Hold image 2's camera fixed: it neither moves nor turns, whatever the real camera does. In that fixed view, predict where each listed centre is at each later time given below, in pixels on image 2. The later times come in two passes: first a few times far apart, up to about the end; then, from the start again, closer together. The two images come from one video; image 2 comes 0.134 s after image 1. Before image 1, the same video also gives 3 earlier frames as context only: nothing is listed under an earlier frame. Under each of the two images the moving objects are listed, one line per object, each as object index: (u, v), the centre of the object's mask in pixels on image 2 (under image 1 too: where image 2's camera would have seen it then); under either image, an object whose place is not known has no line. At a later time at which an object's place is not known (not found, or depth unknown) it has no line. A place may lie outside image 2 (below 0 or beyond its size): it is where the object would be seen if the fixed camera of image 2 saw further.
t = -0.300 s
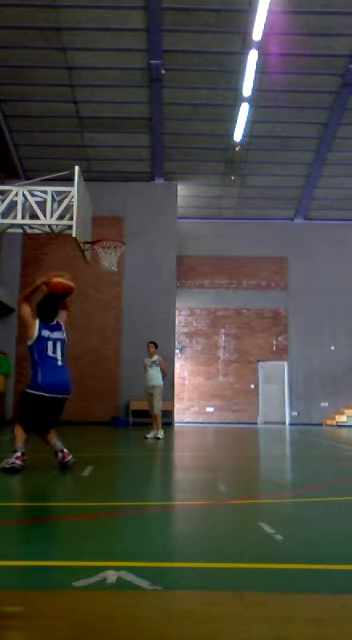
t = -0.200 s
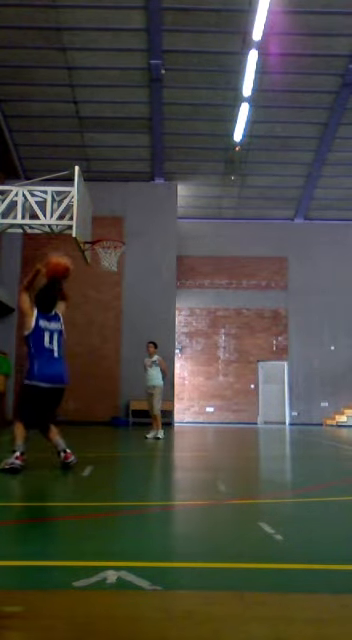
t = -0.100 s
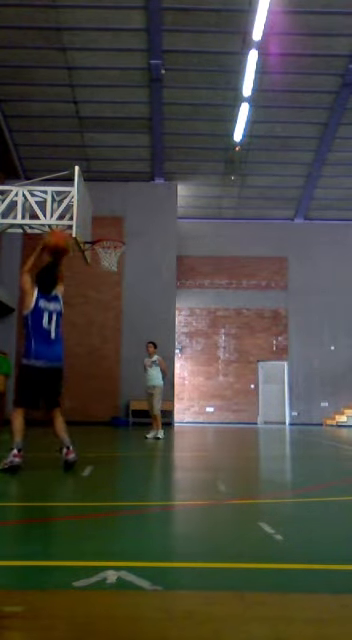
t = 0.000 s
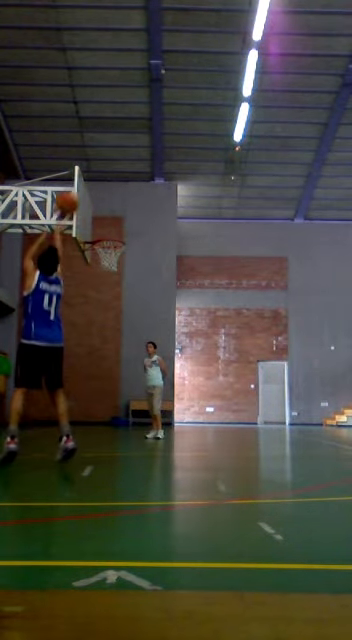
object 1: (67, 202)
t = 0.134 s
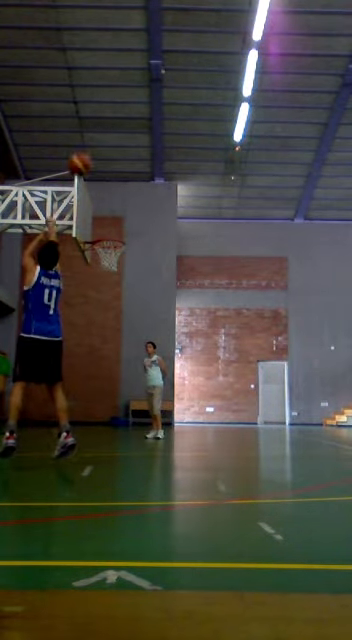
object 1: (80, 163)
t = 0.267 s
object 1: (89, 148)
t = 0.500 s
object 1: (103, 152)
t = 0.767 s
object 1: (113, 198)
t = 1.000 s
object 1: (113, 237)
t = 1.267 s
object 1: (96, 255)
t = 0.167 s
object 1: (83, 157)
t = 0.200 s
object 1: (84, 153)
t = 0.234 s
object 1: (87, 150)
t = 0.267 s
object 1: (89, 148)
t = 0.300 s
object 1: (92, 145)
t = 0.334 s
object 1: (94, 145)
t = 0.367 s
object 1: (96, 145)
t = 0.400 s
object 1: (98, 146)
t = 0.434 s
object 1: (99, 148)
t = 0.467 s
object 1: (102, 149)
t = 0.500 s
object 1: (103, 152)
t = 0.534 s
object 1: (105, 155)
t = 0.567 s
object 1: (106, 160)
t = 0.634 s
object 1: (110, 170)
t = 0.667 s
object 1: (111, 175)
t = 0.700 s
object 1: (112, 182)
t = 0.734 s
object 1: (113, 189)
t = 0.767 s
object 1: (113, 198)
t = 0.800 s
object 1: (117, 206)
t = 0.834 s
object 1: (118, 215)
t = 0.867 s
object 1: (118, 224)
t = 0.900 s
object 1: (119, 232)
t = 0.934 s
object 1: (119, 237)
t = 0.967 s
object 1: (117, 237)
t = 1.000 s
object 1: (113, 237)
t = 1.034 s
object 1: (108, 239)
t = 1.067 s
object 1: (105, 238)
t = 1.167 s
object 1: (98, 246)
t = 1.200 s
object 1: (94, 252)
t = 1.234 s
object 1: (94, 253)
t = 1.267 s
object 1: (96, 255)
